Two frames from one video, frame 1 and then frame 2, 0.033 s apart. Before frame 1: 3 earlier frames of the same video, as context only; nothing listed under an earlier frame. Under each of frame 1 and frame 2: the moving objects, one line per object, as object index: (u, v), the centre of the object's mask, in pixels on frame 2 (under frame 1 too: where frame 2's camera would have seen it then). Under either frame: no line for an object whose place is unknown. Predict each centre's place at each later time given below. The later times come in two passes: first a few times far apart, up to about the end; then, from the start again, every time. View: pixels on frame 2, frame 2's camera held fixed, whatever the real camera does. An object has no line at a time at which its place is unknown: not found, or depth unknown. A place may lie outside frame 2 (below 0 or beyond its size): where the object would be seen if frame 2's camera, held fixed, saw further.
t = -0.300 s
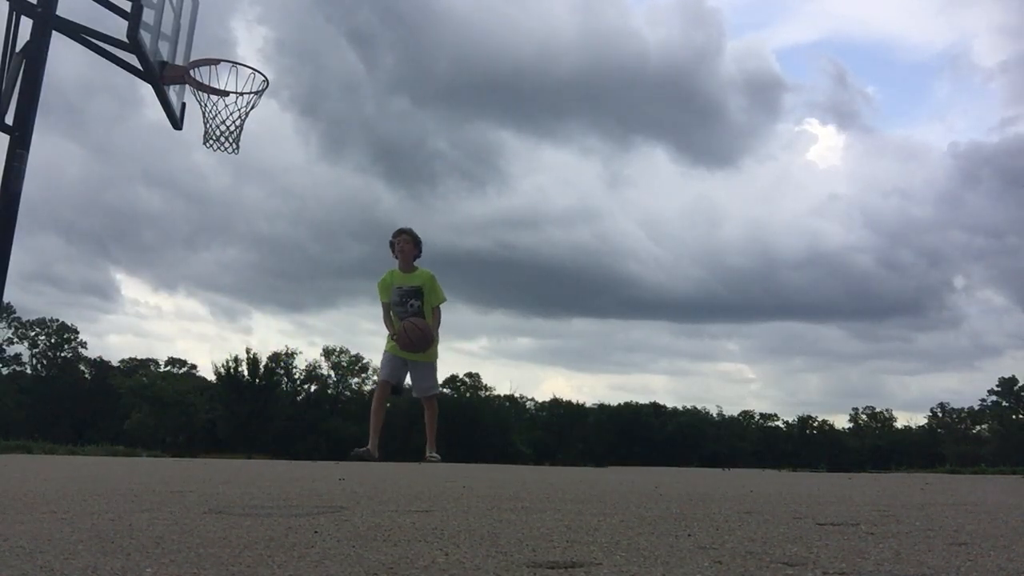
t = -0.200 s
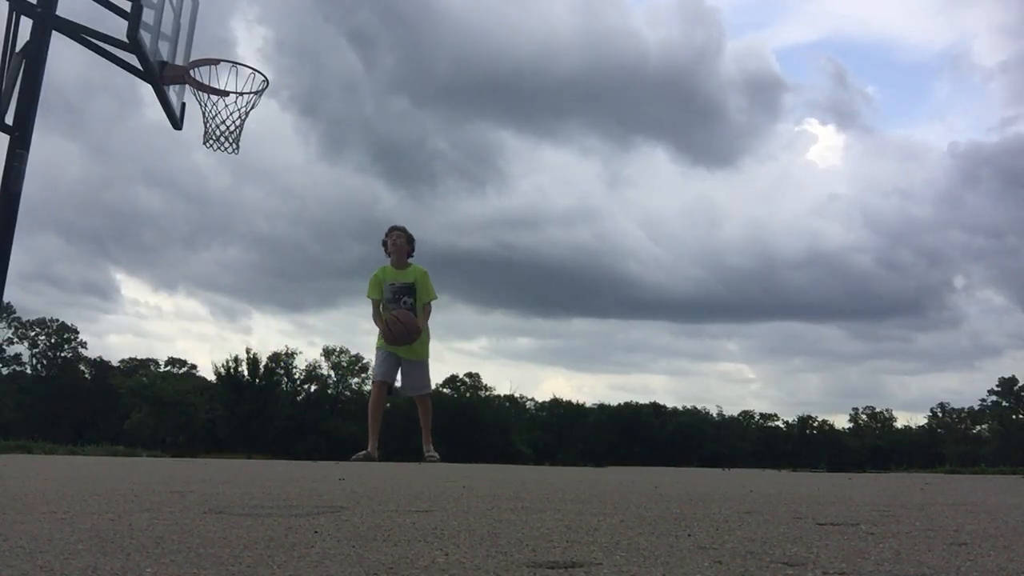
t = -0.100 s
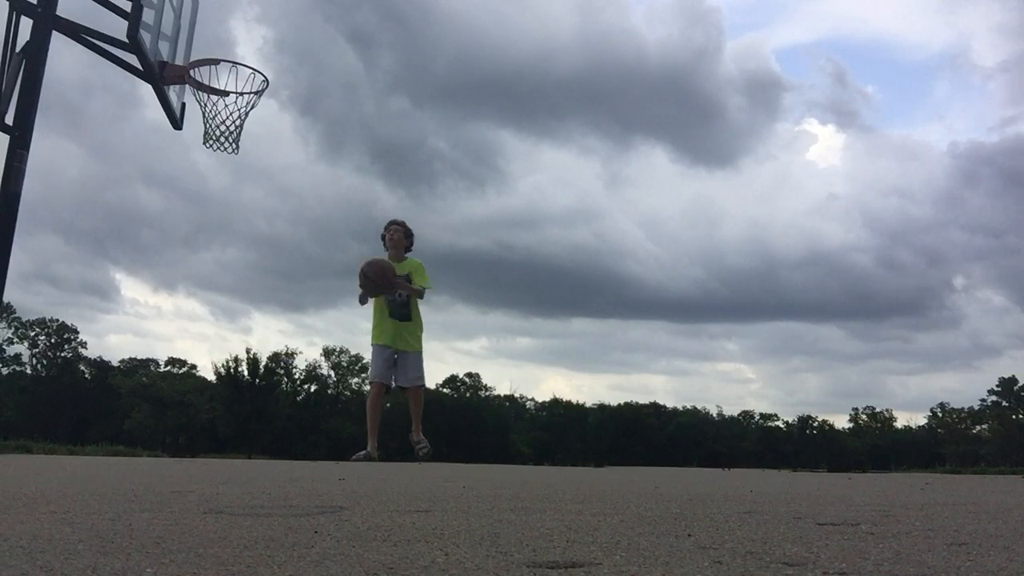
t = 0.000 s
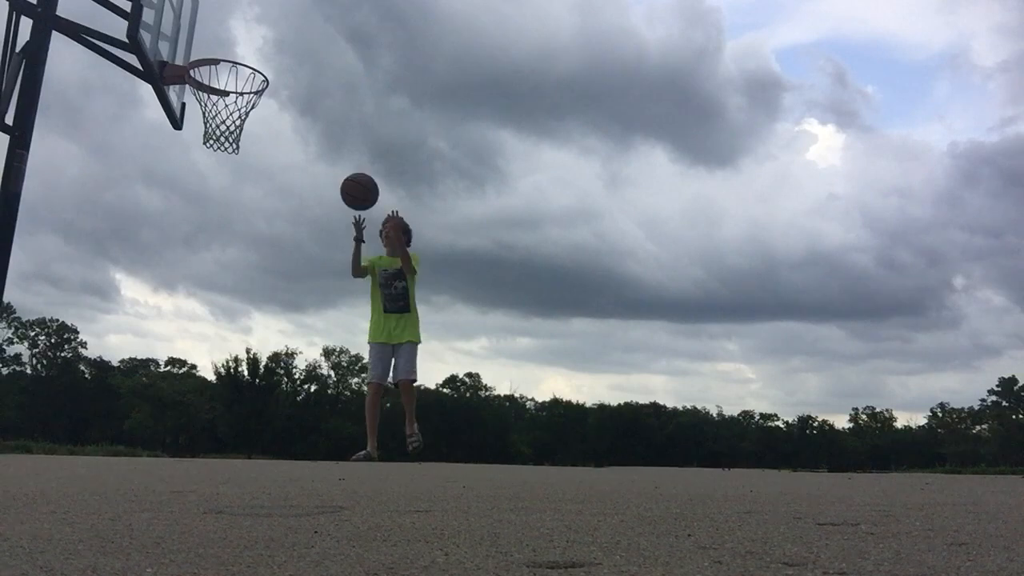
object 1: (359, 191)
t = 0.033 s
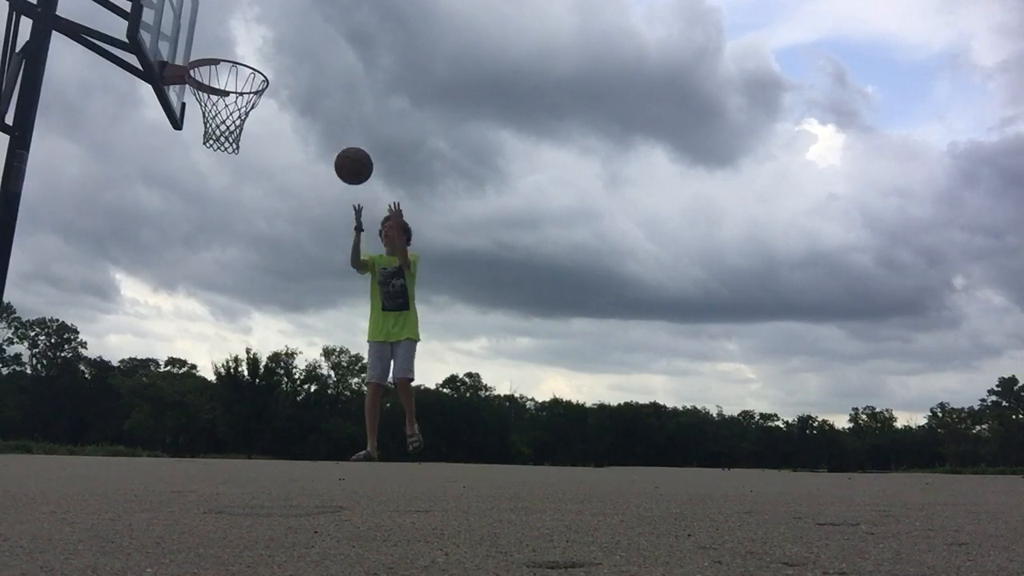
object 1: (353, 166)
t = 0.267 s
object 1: (311, 37)
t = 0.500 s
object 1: (266, 5)
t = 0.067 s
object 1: (347, 142)
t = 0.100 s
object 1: (342, 120)
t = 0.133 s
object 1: (336, 100)
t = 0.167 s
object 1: (329, 81)
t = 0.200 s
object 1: (323, 65)
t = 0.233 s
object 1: (317, 50)
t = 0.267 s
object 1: (311, 37)
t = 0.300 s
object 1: (305, 26)
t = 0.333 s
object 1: (299, 17)
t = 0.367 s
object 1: (292, 12)
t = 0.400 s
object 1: (286, 9)
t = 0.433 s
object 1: (280, 7)
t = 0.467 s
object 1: (273, 6)
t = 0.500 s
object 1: (266, 5)
